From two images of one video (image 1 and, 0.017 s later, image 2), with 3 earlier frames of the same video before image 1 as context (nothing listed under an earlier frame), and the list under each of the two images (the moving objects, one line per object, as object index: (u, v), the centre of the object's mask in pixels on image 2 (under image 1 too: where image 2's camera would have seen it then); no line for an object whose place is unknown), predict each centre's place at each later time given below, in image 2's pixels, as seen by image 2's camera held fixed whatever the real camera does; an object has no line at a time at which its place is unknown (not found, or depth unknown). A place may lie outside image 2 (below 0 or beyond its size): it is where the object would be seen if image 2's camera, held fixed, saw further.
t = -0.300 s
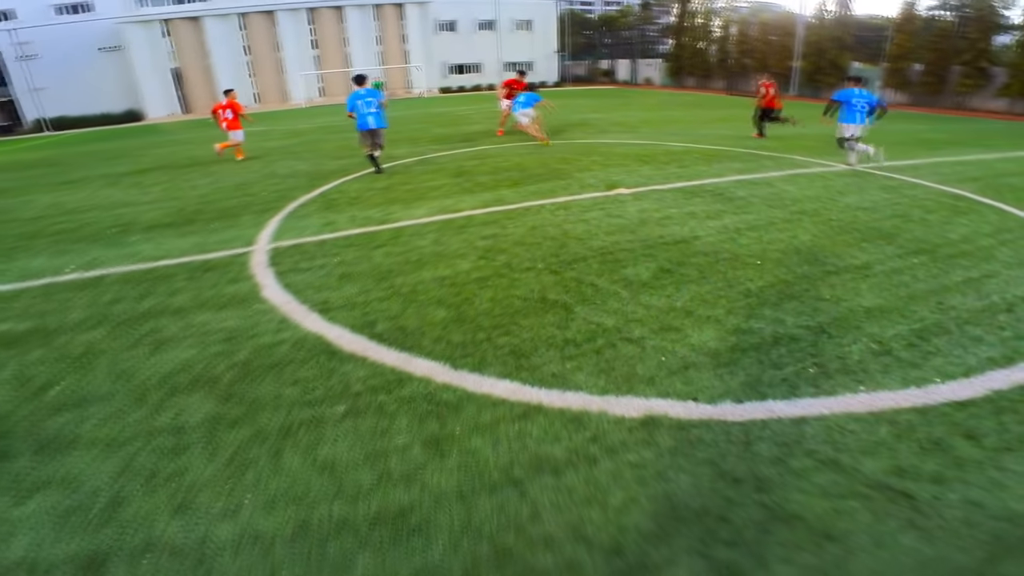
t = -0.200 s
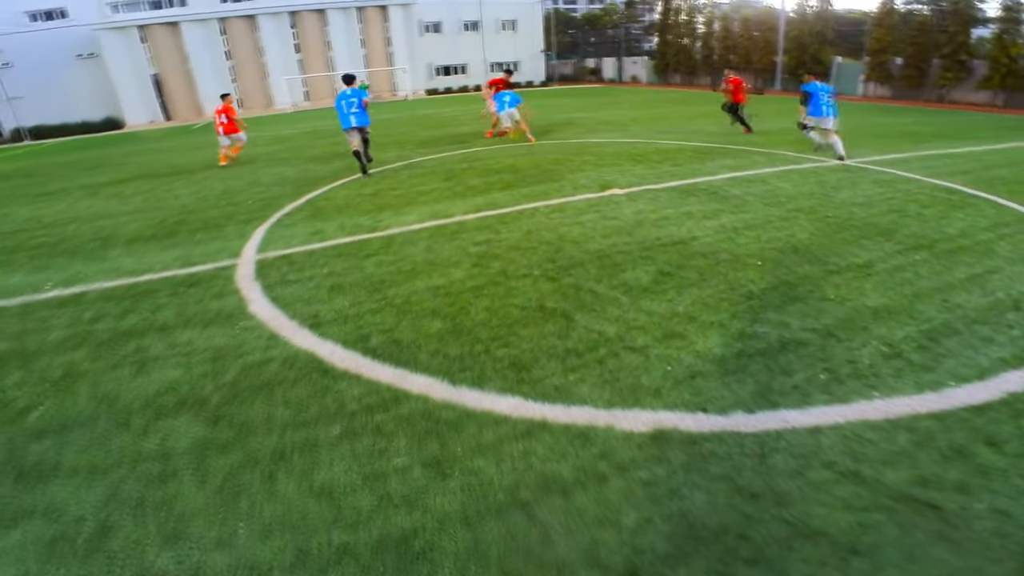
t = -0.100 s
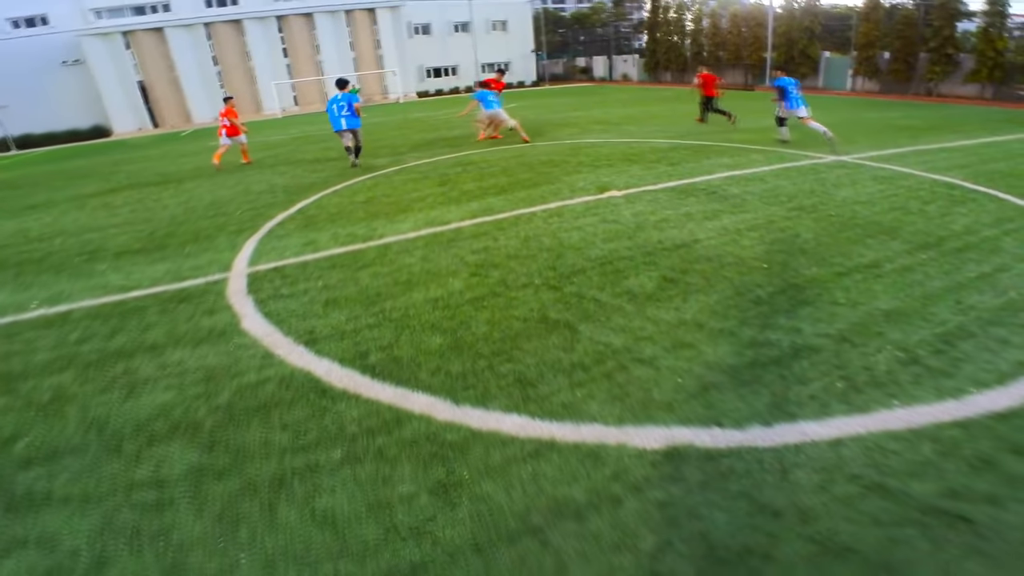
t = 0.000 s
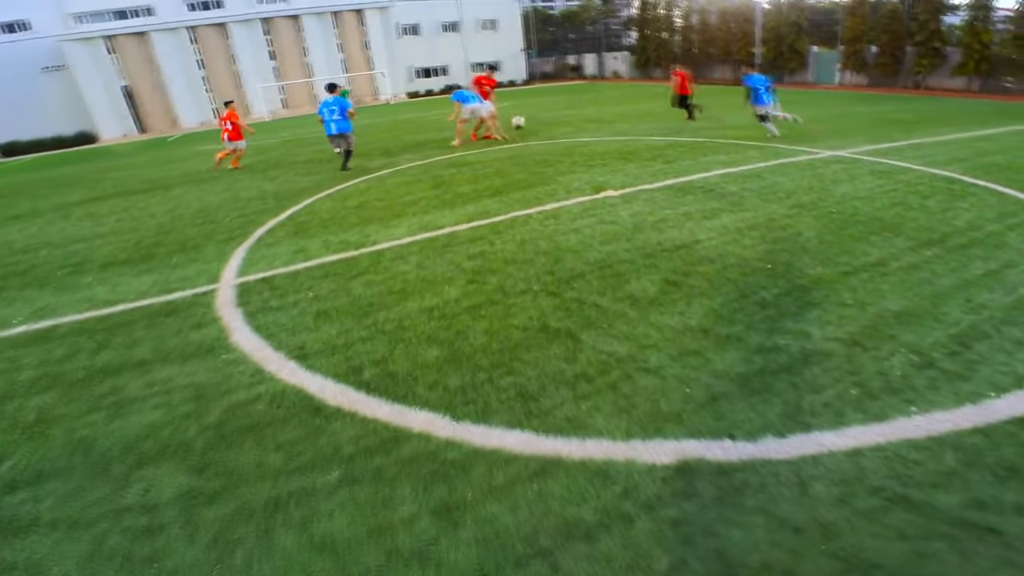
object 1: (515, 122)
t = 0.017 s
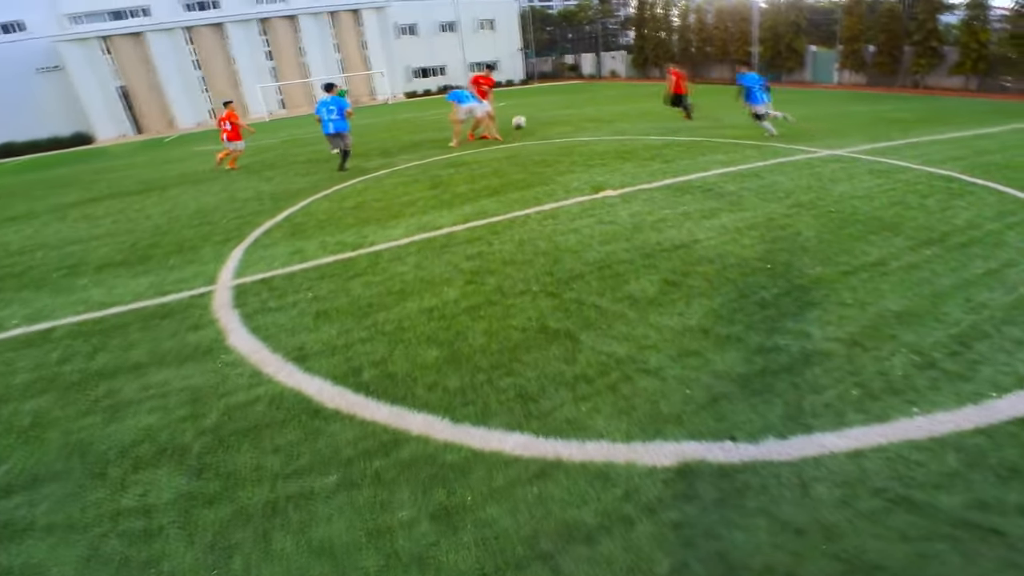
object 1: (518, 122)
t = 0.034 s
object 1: (522, 123)
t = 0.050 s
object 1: (526, 122)
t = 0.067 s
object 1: (530, 123)
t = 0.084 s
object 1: (533, 124)
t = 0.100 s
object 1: (537, 125)
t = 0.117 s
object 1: (538, 126)
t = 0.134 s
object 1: (547, 127)
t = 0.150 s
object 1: (555, 128)
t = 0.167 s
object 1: (564, 130)
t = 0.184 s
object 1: (573, 132)
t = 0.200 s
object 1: (576, 134)
